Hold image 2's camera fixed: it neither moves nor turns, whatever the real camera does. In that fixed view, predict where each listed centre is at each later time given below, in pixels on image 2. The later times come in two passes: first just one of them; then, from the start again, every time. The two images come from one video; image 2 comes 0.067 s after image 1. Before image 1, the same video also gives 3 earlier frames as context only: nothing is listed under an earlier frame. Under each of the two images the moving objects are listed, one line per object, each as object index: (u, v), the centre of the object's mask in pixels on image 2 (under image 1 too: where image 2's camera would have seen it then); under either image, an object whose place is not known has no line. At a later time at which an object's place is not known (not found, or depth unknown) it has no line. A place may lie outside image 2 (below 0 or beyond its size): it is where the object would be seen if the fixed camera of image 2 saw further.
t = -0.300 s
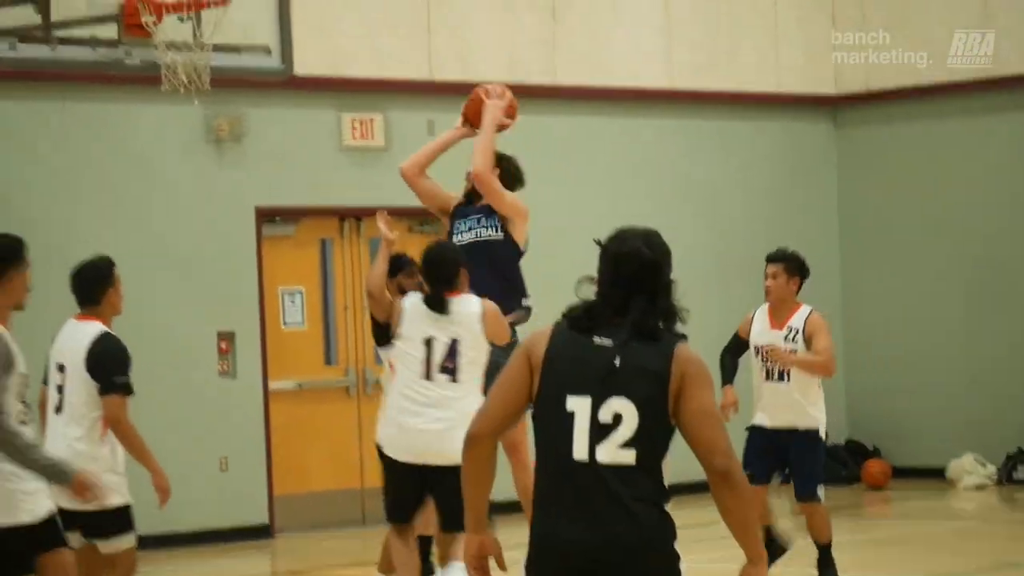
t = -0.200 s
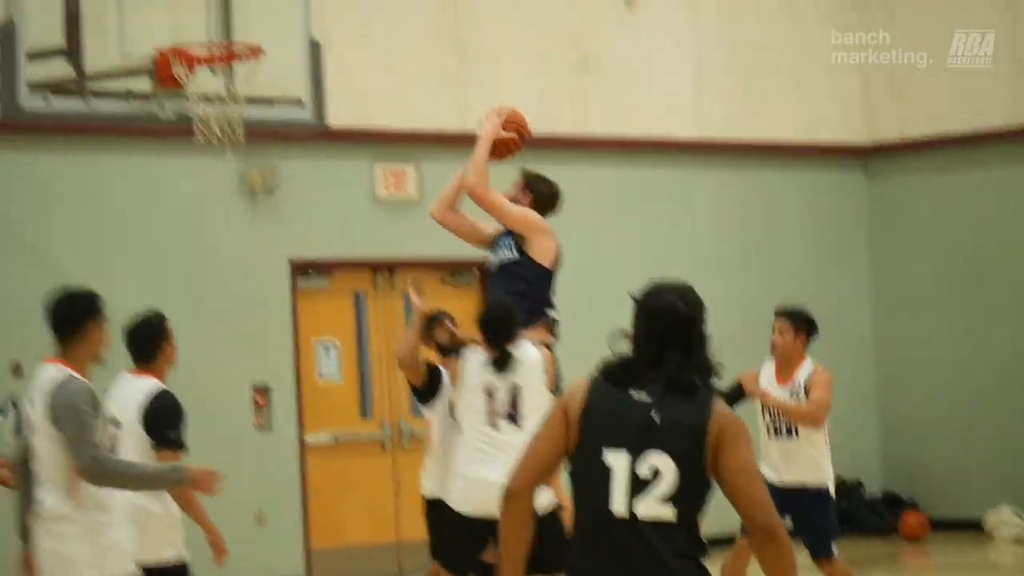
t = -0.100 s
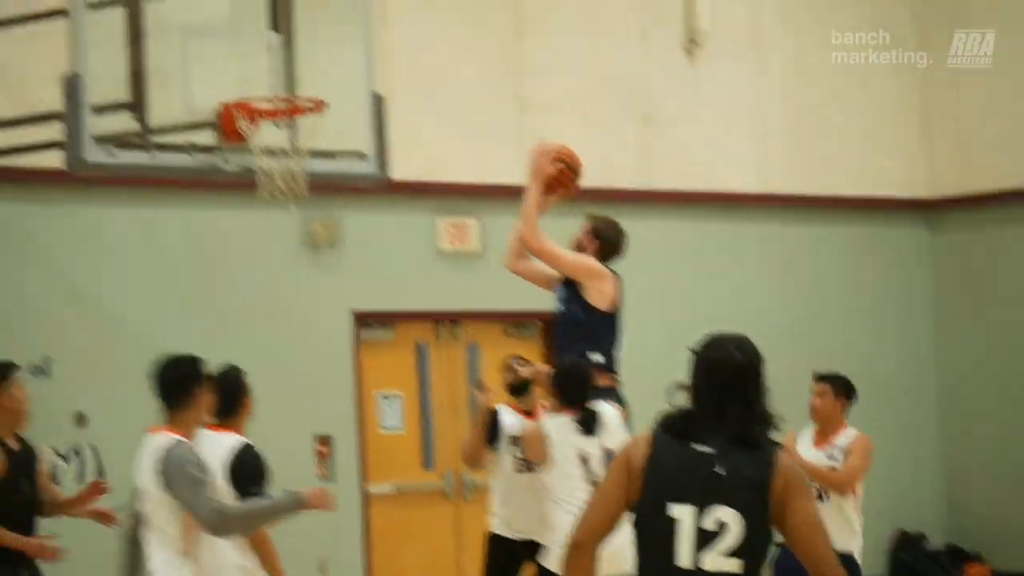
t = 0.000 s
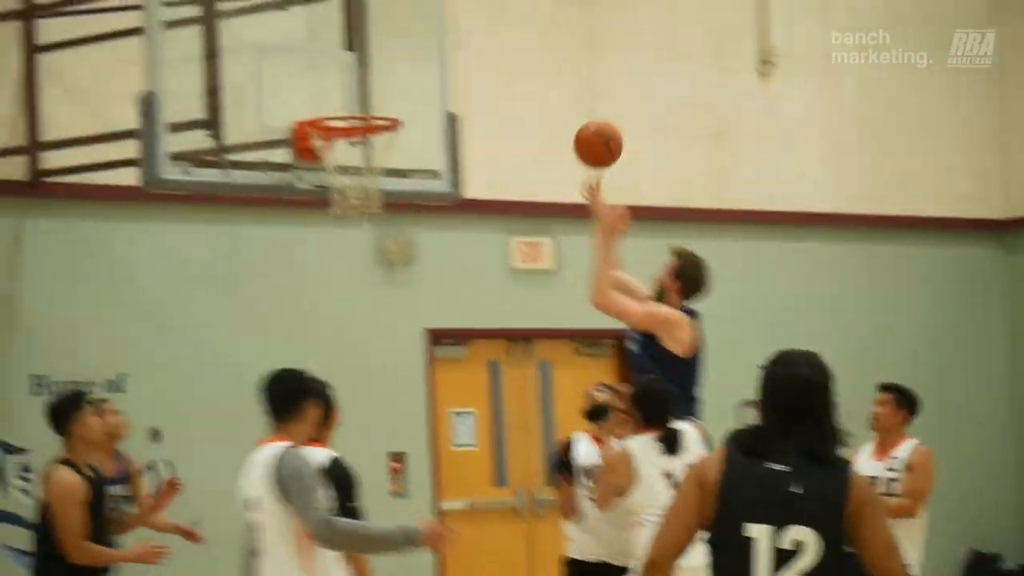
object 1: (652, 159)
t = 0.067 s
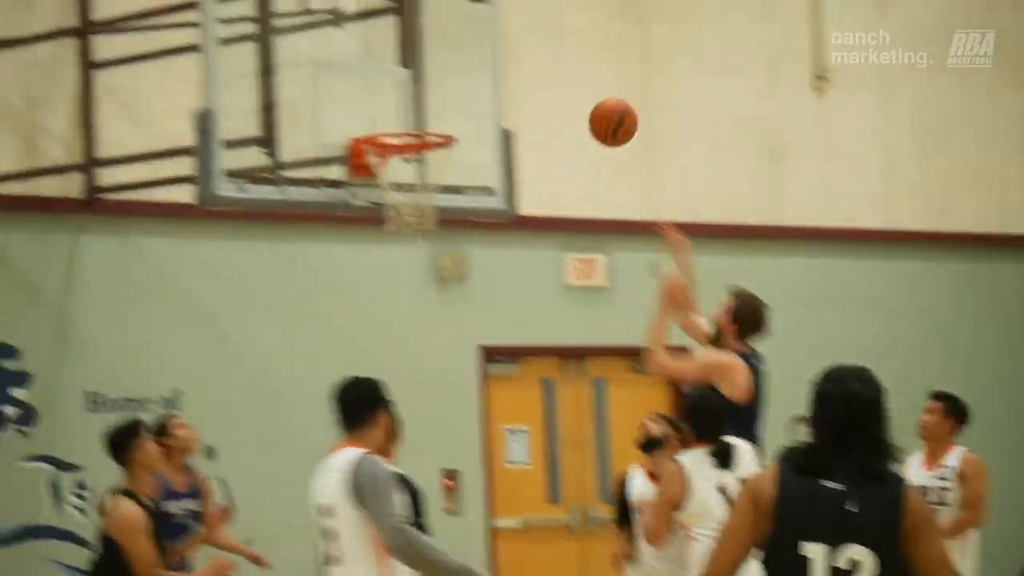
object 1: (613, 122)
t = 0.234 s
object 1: (521, 66)
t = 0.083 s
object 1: (603, 114)
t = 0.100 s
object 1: (594, 106)
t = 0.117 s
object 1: (585, 99)
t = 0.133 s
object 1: (576, 93)
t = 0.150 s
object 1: (567, 87)
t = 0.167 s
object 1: (558, 82)
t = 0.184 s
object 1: (548, 77)
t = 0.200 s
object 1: (540, 73)
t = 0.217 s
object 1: (530, 69)
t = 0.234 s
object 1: (521, 66)
